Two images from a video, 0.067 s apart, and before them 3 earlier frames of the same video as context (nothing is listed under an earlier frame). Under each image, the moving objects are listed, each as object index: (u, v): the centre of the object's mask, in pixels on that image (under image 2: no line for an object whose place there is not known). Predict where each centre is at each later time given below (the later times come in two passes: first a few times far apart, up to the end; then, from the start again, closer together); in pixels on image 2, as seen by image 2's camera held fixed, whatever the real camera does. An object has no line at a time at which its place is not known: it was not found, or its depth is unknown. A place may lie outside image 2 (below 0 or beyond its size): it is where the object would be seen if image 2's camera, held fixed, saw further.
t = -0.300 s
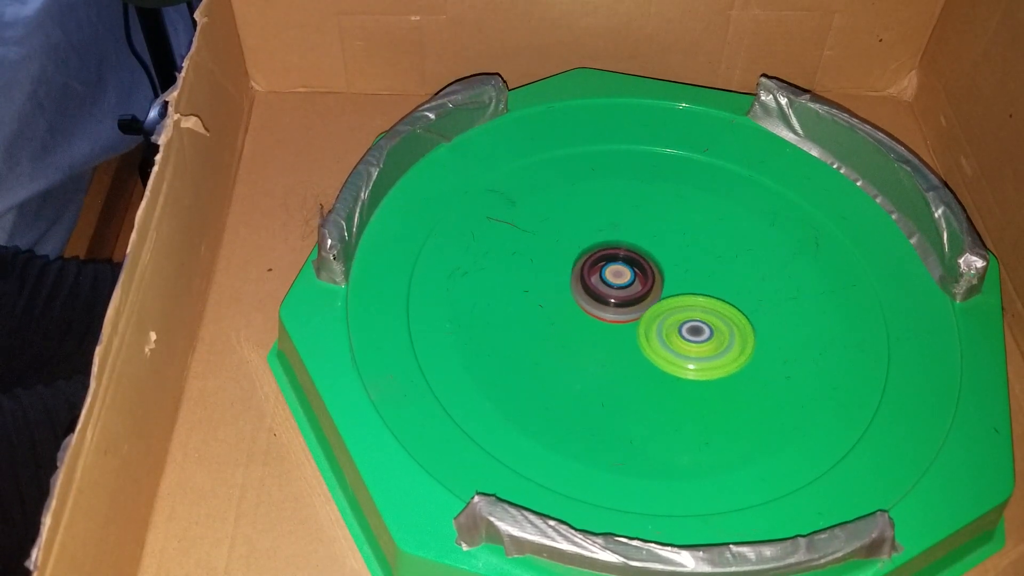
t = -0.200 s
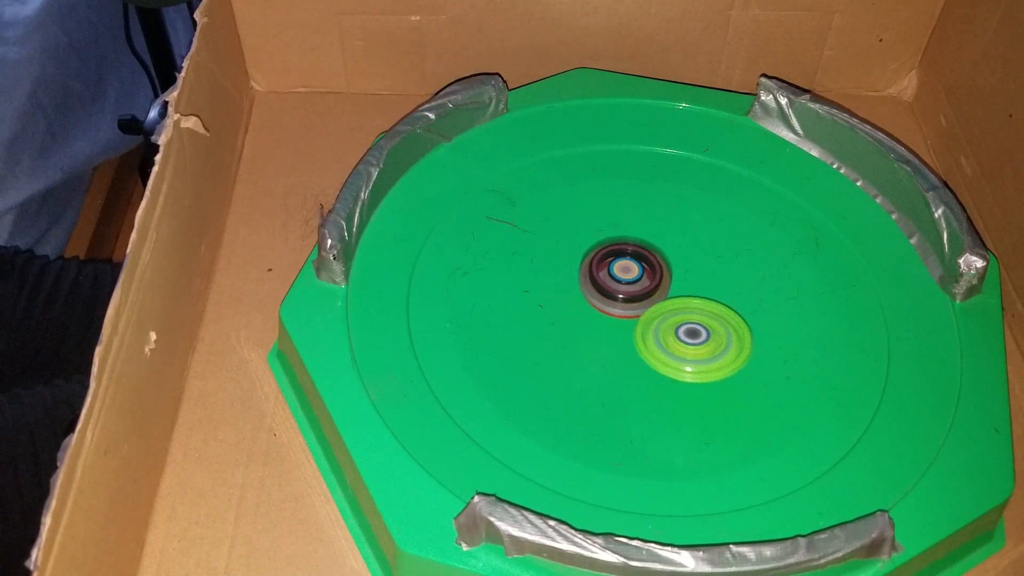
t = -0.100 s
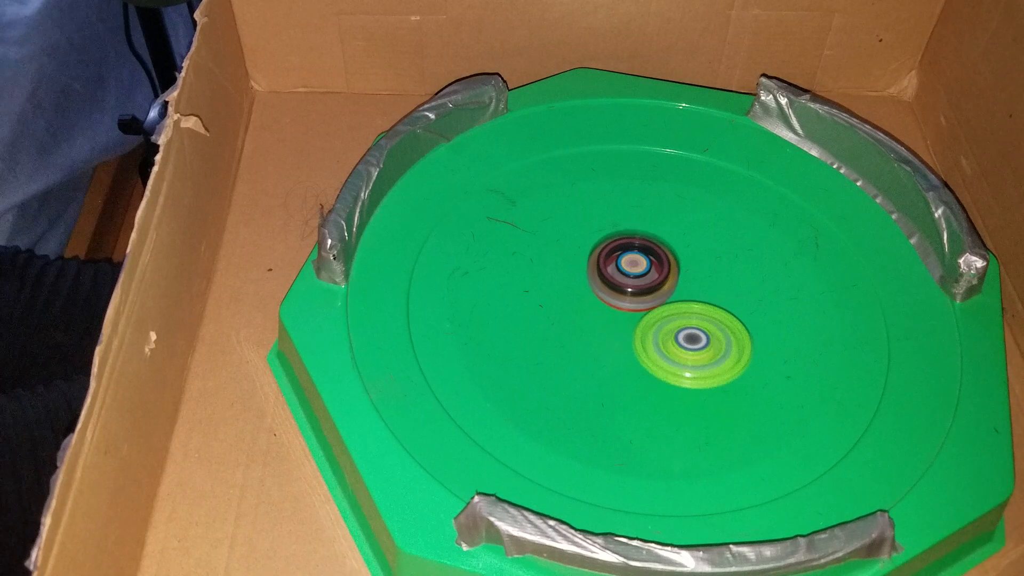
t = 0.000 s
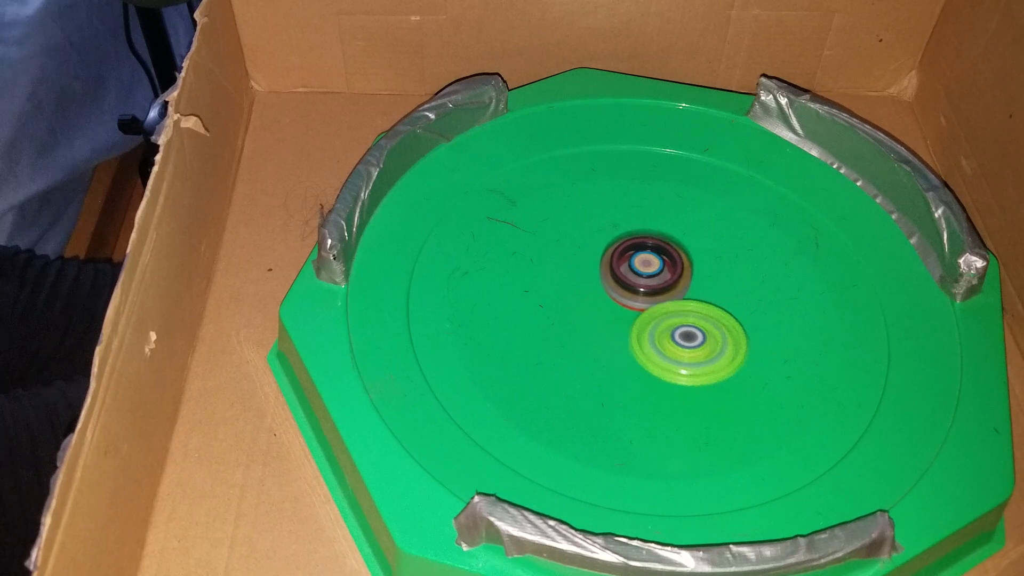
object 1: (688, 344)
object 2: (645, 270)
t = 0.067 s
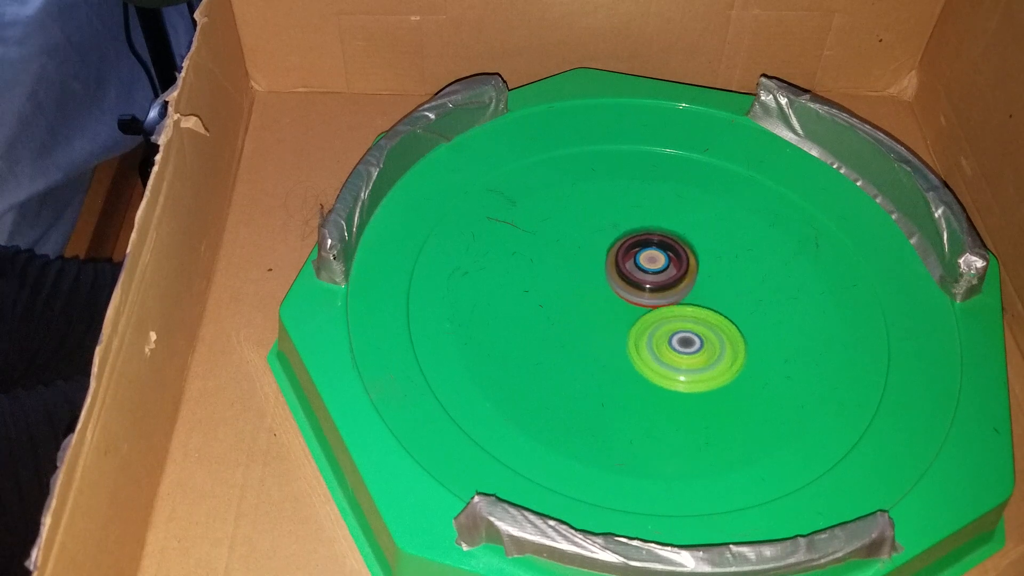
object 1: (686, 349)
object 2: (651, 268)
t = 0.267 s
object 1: (680, 350)
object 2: (667, 273)
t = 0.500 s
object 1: (663, 348)
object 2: (681, 268)
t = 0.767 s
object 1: (650, 340)
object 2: (691, 272)
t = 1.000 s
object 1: (631, 333)
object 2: (696, 272)
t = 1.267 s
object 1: (616, 325)
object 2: (696, 281)
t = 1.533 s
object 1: (601, 319)
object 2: (688, 284)
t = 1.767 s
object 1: (599, 319)
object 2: (695, 284)
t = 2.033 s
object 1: (593, 314)
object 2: (706, 288)
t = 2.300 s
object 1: (605, 303)
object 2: (715, 305)
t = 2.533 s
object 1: (601, 285)
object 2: (718, 319)
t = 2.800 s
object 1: (604, 273)
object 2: (695, 328)
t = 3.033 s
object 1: (603, 258)
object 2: (686, 334)
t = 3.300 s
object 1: (615, 256)
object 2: (667, 333)
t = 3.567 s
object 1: (634, 249)
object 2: (655, 334)
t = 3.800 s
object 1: (651, 248)
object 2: (642, 331)
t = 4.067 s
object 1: (678, 252)
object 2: (633, 329)
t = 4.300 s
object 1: (699, 261)
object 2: (628, 322)
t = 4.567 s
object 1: (721, 276)
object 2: (629, 324)
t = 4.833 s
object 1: (736, 290)
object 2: (615, 320)
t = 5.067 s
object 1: (732, 301)
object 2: (624, 311)
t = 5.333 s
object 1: (727, 316)
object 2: (618, 304)
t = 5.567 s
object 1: (743, 331)
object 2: (608, 289)
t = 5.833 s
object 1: (717, 332)
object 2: (629, 280)
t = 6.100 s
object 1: (696, 341)
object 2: (638, 274)
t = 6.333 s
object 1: (683, 347)
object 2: (649, 264)
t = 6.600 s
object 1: (659, 350)
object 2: (667, 271)
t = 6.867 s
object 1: (638, 344)
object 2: (679, 278)
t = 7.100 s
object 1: (623, 337)
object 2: (691, 285)
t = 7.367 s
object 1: (593, 334)
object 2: (708, 285)
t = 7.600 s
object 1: (593, 330)
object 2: (708, 294)
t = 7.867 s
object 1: (603, 314)
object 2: (703, 300)
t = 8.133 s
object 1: (603, 297)
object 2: (716, 306)
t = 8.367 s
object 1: (612, 282)
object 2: (722, 318)
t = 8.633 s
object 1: (627, 265)
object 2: (702, 331)
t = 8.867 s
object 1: (635, 257)
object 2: (681, 335)
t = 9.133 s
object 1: (643, 236)
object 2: (658, 343)
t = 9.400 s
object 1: (653, 234)
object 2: (634, 337)
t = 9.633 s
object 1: (683, 220)
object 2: (607, 358)
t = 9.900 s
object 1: (700, 208)
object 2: (584, 349)
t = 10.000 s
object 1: (695, 219)
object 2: (585, 340)
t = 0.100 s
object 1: (685, 351)
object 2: (654, 267)
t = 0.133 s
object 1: (684, 351)
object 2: (657, 269)
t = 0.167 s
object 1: (683, 351)
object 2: (659, 270)
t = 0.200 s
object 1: (682, 350)
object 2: (662, 272)
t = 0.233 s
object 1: (682, 350)
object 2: (665, 273)
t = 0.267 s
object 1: (680, 350)
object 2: (667, 273)
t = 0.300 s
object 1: (679, 349)
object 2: (669, 273)
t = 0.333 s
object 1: (677, 350)
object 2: (672, 271)
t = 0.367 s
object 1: (675, 349)
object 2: (674, 270)
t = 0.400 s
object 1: (673, 348)
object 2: (676, 270)
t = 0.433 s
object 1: (671, 348)
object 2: (677, 271)
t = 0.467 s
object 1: (668, 347)
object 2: (679, 270)
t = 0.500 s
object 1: (663, 348)
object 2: (681, 268)
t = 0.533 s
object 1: (661, 348)
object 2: (683, 267)
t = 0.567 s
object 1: (659, 347)
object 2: (685, 268)
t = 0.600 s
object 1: (657, 346)
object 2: (687, 268)
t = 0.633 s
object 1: (657, 344)
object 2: (688, 269)
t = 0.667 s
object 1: (655, 343)
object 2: (689, 270)
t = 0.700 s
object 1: (654, 342)
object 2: (689, 271)
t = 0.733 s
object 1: (653, 340)
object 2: (690, 272)
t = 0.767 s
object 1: (650, 340)
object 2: (691, 272)
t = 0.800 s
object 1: (648, 338)
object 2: (692, 272)
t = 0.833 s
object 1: (645, 338)
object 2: (693, 272)
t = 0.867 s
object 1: (642, 337)
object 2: (694, 272)
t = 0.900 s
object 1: (640, 335)
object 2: (694, 272)
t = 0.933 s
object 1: (638, 334)
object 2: (695, 273)
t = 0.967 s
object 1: (634, 333)
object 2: (696, 273)
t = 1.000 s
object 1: (631, 333)
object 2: (696, 272)
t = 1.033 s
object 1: (629, 331)
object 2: (697, 273)
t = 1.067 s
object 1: (628, 330)
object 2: (697, 274)
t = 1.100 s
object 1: (627, 329)
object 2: (698, 275)
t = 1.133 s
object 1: (626, 328)
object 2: (698, 277)
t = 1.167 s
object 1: (623, 327)
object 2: (698, 277)
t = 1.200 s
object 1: (620, 327)
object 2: (698, 278)
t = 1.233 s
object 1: (618, 326)
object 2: (697, 280)
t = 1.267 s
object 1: (616, 325)
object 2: (696, 281)
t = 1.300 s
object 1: (612, 324)
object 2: (696, 281)
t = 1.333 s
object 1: (609, 323)
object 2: (695, 281)
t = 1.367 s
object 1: (608, 322)
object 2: (694, 282)
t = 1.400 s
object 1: (606, 321)
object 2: (693, 283)
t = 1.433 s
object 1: (604, 320)
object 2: (691, 284)
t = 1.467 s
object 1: (602, 319)
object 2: (690, 284)
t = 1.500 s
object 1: (601, 318)
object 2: (689, 284)
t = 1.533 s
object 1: (601, 319)
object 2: (688, 284)
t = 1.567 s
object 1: (595, 319)
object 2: (691, 282)
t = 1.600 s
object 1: (592, 319)
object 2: (693, 281)
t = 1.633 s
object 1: (591, 319)
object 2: (694, 281)
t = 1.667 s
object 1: (592, 319)
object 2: (695, 281)
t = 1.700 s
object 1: (594, 319)
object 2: (695, 282)
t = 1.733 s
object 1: (596, 319)
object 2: (696, 283)
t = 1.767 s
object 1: (599, 319)
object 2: (695, 284)
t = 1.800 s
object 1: (601, 319)
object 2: (694, 286)
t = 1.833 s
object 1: (603, 318)
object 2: (693, 287)
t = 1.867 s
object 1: (601, 318)
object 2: (695, 287)
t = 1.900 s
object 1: (601, 317)
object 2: (695, 288)
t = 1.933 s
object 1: (602, 316)
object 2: (695, 289)
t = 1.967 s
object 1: (596, 316)
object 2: (701, 288)
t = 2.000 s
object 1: (593, 315)
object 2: (705, 287)
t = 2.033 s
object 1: (593, 314)
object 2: (706, 288)
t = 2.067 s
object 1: (596, 313)
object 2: (708, 290)
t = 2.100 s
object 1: (599, 312)
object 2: (708, 291)
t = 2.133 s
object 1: (602, 312)
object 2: (709, 294)
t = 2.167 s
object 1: (605, 311)
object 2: (708, 296)
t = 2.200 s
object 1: (607, 310)
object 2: (708, 299)
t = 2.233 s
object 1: (604, 308)
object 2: (713, 300)
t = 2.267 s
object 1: (604, 305)
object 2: (715, 302)
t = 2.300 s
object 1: (605, 303)
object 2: (715, 305)
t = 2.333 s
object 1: (608, 302)
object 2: (714, 307)
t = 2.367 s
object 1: (607, 299)
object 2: (714, 309)
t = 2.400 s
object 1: (608, 296)
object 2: (714, 310)
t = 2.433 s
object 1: (607, 294)
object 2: (715, 313)
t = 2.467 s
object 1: (602, 289)
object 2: (719, 315)
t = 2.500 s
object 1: (600, 286)
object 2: (719, 317)
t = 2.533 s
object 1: (601, 285)
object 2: (718, 319)
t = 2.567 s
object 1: (601, 283)
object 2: (716, 321)
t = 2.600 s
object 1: (603, 282)
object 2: (712, 323)
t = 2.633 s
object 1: (604, 282)
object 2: (708, 324)
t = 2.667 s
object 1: (605, 281)
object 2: (703, 325)
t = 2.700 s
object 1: (606, 280)
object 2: (700, 326)
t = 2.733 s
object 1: (604, 277)
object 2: (698, 327)
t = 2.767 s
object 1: (605, 275)
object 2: (695, 327)
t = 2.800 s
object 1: (604, 273)
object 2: (695, 328)
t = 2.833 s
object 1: (604, 271)
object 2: (695, 329)
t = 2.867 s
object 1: (605, 270)
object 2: (693, 329)
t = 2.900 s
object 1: (607, 269)
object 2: (689, 328)
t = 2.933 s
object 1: (605, 265)
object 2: (690, 331)
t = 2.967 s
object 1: (603, 261)
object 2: (690, 333)
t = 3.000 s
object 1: (603, 259)
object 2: (689, 334)
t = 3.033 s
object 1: (603, 258)
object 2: (686, 334)
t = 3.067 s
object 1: (604, 258)
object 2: (683, 335)
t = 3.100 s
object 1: (605, 258)
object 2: (680, 335)
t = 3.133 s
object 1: (606, 259)
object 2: (677, 334)
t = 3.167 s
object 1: (608, 259)
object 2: (673, 333)
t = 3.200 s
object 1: (610, 260)
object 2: (670, 332)
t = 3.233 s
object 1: (611, 258)
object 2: (670, 334)
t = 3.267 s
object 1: (613, 256)
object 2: (669, 335)
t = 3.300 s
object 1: (615, 256)
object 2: (667, 333)
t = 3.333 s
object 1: (617, 256)
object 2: (665, 333)
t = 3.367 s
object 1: (619, 255)
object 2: (663, 333)
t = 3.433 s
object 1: (623, 254)
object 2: (661, 333)
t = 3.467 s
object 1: (626, 253)
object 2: (660, 333)
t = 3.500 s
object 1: (628, 251)
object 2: (659, 334)
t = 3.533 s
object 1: (631, 250)
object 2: (658, 334)
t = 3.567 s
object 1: (634, 249)
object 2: (655, 334)
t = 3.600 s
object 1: (636, 249)
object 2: (653, 333)
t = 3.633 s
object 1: (639, 250)
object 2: (651, 333)
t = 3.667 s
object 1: (642, 249)
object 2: (649, 332)
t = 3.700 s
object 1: (645, 249)
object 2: (647, 332)
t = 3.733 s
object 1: (647, 248)
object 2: (645, 332)
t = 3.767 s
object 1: (649, 248)
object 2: (644, 332)
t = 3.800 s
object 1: (651, 248)
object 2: (642, 331)
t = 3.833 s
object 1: (654, 247)
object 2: (641, 331)
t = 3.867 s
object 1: (657, 248)
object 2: (640, 331)
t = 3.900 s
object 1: (660, 248)
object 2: (639, 330)
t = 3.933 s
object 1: (664, 249)
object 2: (637, 330)
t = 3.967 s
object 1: (668, 249)
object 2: (636, 330)
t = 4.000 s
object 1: (671, 250)
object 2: (635, 329)
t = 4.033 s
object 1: (675, 251)
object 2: (633, 329)
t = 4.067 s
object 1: (678, 252)
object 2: (633, 329)
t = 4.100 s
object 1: (681, 254)
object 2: (632, 327)
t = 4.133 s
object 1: (684, 255)
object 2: (631, 327)
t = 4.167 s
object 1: (688, 255)
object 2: (630, 328)
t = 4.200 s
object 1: (691, 256)
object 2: (629, 326)
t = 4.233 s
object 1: (693, 258)
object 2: (629, 324)
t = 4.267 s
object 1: (695, 260)
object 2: (629, 322)
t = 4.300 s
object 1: (699, 261)
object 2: (628, 322)
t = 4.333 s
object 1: (702, 263)
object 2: (628, 322)
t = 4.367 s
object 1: (705, 265)
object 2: (629, 322)
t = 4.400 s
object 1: (709, 266)
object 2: (628, 322)
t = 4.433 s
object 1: (712, 268)
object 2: (629, 322)
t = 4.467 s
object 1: (713, 270)
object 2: (630, 322)
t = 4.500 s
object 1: (715, 272)
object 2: (631, 322)
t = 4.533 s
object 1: (719, 273)
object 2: (630, 323)
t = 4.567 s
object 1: (721, 276)
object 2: (629, 324)
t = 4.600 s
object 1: (721, 278)
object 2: (628, 324)
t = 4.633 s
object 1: (721, 280)
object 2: (627, 322)
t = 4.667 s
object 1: (721, 283)
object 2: (627, 323)
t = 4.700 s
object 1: (720, 285)
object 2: (626, 322)
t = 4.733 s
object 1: (721, 287)
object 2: (625, 321)
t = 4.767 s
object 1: (722, 289)
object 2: (624, 320)
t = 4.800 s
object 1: (725, 291)
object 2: (621, 320)
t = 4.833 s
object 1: (736, 290)
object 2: (615, 320)
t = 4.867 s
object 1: (740, 291)
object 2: (614, 320)
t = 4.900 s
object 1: (742, 293)
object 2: (614, 317)
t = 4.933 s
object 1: (741, 295)
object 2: (615, 317)
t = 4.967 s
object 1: (739, 296)
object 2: (616, 315)
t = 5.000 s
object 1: (737, 298)
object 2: (618, 313)
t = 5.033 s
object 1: (734, 300)
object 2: (621, 312)
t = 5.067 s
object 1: (732, 301)
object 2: (624, 311)
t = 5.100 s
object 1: (734, 303)
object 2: (621, 310)
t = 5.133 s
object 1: (733, 305)
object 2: (621, 311)
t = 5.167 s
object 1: (731, 307)
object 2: (622, 310)
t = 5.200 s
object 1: (731, 309)
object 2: (621, 309)
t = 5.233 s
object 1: (729, 312)
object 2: (621, 309)
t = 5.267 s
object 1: (729, 313)
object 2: (619, 307)
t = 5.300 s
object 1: (729, 315)
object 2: (618, 305)
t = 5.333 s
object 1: (727, 316)
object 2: (618, 304)
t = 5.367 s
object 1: (726, 318)
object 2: (617, 303)
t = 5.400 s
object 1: (724, 319)
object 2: (617, 301)
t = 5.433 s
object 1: (723, 321)
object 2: (618, 299)
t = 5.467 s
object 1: (733, 323)
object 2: (611, 296)
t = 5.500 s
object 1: (742, 326)
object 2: (607, 293)
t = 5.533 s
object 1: (744, 329)
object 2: (607, 291)
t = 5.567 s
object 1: (743, 331)
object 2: (608, 289)
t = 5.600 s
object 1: (741, 331)
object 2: (610, 286)
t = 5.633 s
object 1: (738, 331)
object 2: (612, 285)
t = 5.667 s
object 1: (735, 331)
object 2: (616, 283)
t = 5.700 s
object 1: (731, 331)
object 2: (619, 283)
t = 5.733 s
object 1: (727, 330)
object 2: (623, 282)
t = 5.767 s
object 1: (722, 330)
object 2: (626, 281)
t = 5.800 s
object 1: (717, 330)
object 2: (629, 281)
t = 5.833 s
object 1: (717, 332)
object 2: (629, 280)
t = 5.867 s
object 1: (715, 334)
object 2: (630, 279)
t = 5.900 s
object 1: (712, 334)
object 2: (632, 280)
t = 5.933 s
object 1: (710, 336)
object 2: (632, 278)
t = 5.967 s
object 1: (707, 337)
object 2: (633, 278)
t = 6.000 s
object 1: (705, 339)
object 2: (634, 277)
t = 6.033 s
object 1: (702, 341)
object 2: (634, 275)
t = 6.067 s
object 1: (698, 341)
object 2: (636, 275)
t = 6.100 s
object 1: (696, 341)
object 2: (638, 274)
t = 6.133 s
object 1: (697, 345)
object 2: (638, 271)
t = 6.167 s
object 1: (697, 349)
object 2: (637, 267)
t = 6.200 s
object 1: (694, 350)
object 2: (638, 265)
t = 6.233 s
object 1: (692, 350)
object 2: (641, 264)
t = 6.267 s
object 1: (689, 349)
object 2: (644, 264)
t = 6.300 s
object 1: (686, 348)
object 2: (646, 264)
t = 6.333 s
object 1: (683, 347)
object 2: (649, 264)
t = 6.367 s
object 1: (680, 346)
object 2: (652, 265)
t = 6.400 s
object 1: (677, 344)
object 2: (654, 266)
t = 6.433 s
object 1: (674, 343)
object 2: (657, 267)
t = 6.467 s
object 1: (672, 348)
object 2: (659, 265)
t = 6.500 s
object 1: (668, 350)
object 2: (661, 265)
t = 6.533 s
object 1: (663, 353)
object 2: (663, 267)
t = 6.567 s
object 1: (660, 352)
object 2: (665, 269)
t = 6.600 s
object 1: (659, 350)
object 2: (667, 271)
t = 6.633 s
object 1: (657, 348)
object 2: (669, 273)
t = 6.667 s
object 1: (655, 349)
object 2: (670, 274)
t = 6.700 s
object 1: (651, 349)
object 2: (672, 275)
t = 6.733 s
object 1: (648, 348)
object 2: (673, 276)
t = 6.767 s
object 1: (644, 349)
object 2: (674, 276)
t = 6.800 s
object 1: (640, 349)
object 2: (675, 276)
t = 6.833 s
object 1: (638, 347)
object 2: (677, 277)
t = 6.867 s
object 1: (638, 344)
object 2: (679, 278)
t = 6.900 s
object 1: (632, 345)
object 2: (682, 278)
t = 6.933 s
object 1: (628, 345)
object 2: (685, 278)
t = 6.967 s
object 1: (625, 344)
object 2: (687, 278)
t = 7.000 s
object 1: (625, 342)
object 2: (689, 280)
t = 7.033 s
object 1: (624, 340)
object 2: (689, 281)
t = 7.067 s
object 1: (623, 338)
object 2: (690, 283)
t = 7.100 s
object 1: (623, 337)
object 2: (691, 285)
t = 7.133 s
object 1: (617, 337)
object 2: (694, 286)
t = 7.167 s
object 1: (613, 336)
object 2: (696, 285)
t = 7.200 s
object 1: (611, 335)
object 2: (697, 286)
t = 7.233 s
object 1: (610, 332)
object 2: (697, 288)
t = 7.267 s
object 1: (610, 330)
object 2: (698, 290)
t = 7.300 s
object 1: (610, 328)
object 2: (698, 292)
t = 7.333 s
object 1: (604, 330)
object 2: (701, 289)
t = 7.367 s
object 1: (593, 334)
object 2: (708, 285)
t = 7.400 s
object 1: (586, 336)
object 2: (710, 285)
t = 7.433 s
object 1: (583, 337)
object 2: (711, 286)
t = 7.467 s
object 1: (583, 336)
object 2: (712, 288)
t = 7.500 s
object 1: (585, 335)
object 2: (711, 290)
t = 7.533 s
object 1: (587, 334)
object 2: (711, 291)
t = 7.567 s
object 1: (590, 332)
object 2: (710, 293)
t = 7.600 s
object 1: (593, 330)
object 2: (708, 294)
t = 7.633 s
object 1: (596, 328)
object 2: (707, 296)
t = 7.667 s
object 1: (599, 326)
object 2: (705, 297)
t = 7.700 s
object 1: (602, 324)
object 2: (703, 299)
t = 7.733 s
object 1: (605, 323)
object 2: (701, 299)
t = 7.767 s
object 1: (600, 320)
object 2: (705, 299)
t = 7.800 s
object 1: (600, 318)
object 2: (705, 298)
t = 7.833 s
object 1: (602, 316)
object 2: (704, 299)
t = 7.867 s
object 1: (603, 314)
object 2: (703, 300)
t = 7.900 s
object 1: (599, 312)
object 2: (708, 300)
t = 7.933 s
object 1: (598, 309)
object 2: (710, 300)
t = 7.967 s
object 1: (600, 307)
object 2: (710, 301)
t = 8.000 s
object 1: (602, 305)
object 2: (710, 302)
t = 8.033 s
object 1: (604, 304)
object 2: (709, 303)
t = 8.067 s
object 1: (602, 301)
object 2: (714, 304)
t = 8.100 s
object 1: (601, 299)
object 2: (716, 305)
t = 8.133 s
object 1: (603, 297)
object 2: (716, 306)
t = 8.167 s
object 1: (605, 295)
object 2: (717, 308)
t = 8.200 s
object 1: (607, 293)
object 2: (716, 309)
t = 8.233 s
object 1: (609, 292)
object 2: (715, 311)
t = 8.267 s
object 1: (610, 289)
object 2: (717, 313)
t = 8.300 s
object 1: (608, 285)
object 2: (723, 315)
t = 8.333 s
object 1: (609, 283)
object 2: (723, 317)
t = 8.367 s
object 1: (612, 282)
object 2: (722, 318)
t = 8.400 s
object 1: (615, 281)
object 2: (720, 320)
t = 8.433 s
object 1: (618, 280)
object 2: (718, 322)
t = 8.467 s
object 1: (622, 279)
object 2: (716, 324)
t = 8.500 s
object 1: (619, 274)
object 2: (716, 327)
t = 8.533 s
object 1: (620, 269)
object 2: (713, 328)
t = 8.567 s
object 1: (623, 267)
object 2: (709, 329)
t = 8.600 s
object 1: (626, 267)
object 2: (705, 329)
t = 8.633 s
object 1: (627, 265)
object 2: (702, 331)
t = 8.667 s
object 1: (625, 261)
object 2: (702, 334)
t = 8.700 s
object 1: (627, 259)
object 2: (700, 334)
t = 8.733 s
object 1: (628, 259)
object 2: (696, 334)
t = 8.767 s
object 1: (630, 259)
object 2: (692, 334)
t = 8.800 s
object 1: (631, 259)
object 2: (687, 334)
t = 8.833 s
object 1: (633, 259)
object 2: (684, 334)
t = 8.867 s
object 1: (635, 257)
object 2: (681, 335)
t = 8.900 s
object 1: (634, 252)
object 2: (678, 337)
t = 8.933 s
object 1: (635, 248)
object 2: (675, 337)
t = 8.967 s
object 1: (636, 247)
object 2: (672, 337)
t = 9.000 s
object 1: (637, 247)
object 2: (668, 336)
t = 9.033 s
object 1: (639, 247)
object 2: (665, 335)
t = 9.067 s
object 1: (641, 248)
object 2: (662, 334)
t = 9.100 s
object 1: (643, 247)
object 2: (660, 335)
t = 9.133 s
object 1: (643, 236)
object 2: (658, 343)
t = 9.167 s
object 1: (644, 229)
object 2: (656, 343)
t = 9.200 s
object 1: (646, 226)
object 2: (652, 343)
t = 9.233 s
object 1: (648, 226)
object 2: (649, 343)
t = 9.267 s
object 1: (649, 227)
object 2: (646, 342)
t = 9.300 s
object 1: (650, 228)
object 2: (642, 341)
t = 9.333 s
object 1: (651, 229)
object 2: (639, 340)
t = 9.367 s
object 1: (652, 231)
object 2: (637, 338)
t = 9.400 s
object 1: (653, 234)
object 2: (634, 337)
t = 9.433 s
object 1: (654, 237)
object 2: (632, 336)
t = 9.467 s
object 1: (655, 240)
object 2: (630, 335)
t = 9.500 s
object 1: (656, 244)
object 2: (628, 333)
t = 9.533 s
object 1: (658, 247)
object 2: (626, 332)
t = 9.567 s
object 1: (659, 251)
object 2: (625, 330)
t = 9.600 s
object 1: (669, 238)
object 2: (616, 345)
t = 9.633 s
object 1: (683, 220)
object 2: (607, 358)
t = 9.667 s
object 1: (694, 208)
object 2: (601, 365)
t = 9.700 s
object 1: (701, 202)
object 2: (597, 366)
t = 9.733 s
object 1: (703, 201)
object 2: (594, 364)
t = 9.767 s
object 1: (703, 201)
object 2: (591, 361)
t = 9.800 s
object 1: (702, 202)
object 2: (589, 358)
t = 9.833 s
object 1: (701, 203)
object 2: (587, 355)
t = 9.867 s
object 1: (700, 205)
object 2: (585, 352)
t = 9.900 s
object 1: (700, 208)
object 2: (584, 349)
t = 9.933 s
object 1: (699, 211)
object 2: (584, 346)
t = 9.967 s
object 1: (697, 215)
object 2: (584, 344)
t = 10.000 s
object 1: (695, 219)
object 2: (585, 340)
